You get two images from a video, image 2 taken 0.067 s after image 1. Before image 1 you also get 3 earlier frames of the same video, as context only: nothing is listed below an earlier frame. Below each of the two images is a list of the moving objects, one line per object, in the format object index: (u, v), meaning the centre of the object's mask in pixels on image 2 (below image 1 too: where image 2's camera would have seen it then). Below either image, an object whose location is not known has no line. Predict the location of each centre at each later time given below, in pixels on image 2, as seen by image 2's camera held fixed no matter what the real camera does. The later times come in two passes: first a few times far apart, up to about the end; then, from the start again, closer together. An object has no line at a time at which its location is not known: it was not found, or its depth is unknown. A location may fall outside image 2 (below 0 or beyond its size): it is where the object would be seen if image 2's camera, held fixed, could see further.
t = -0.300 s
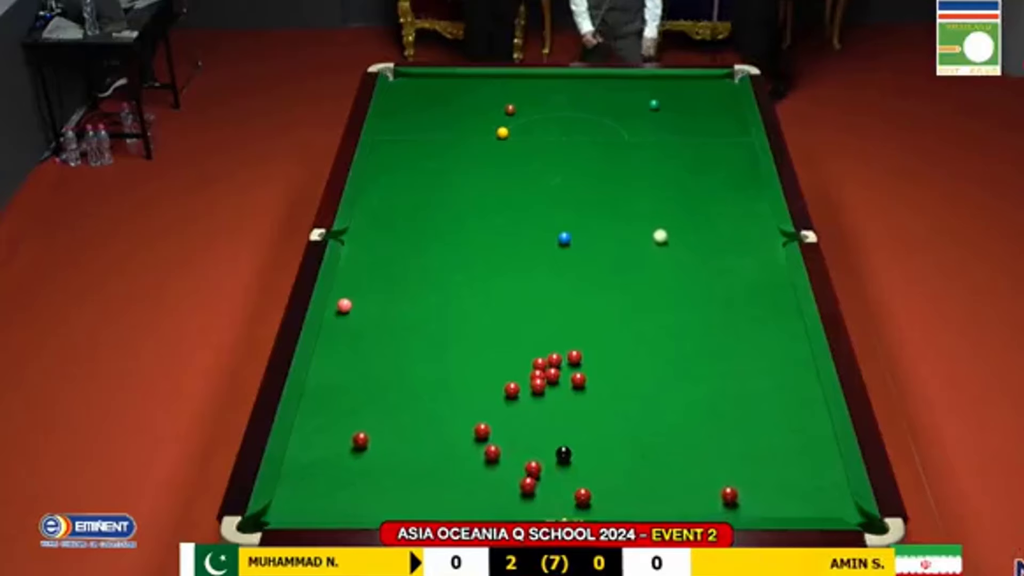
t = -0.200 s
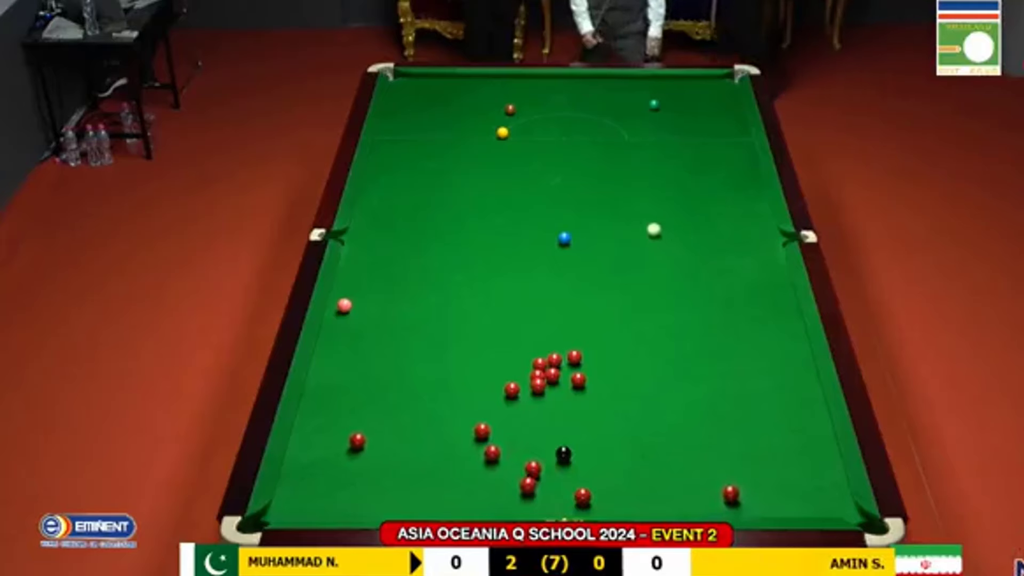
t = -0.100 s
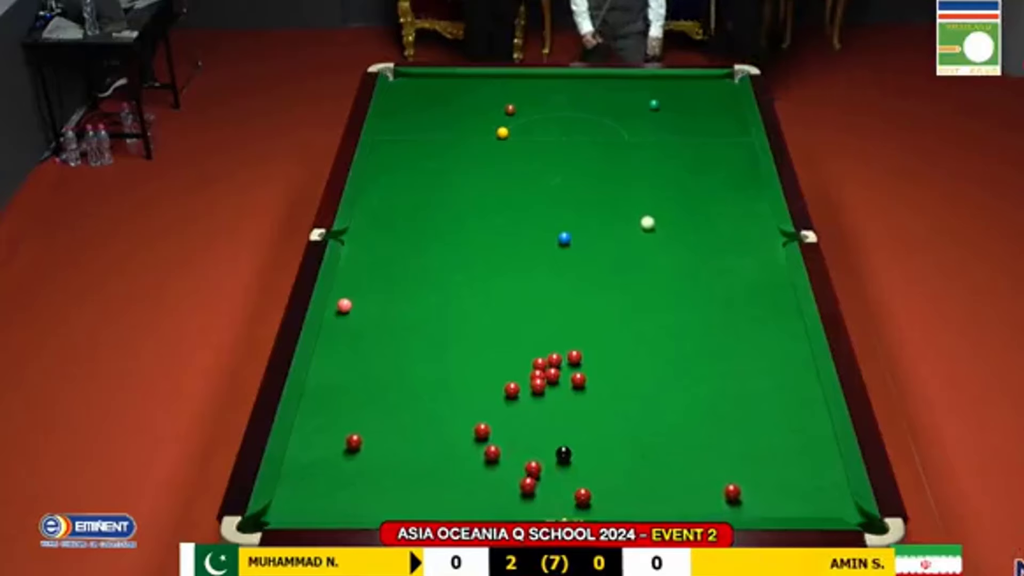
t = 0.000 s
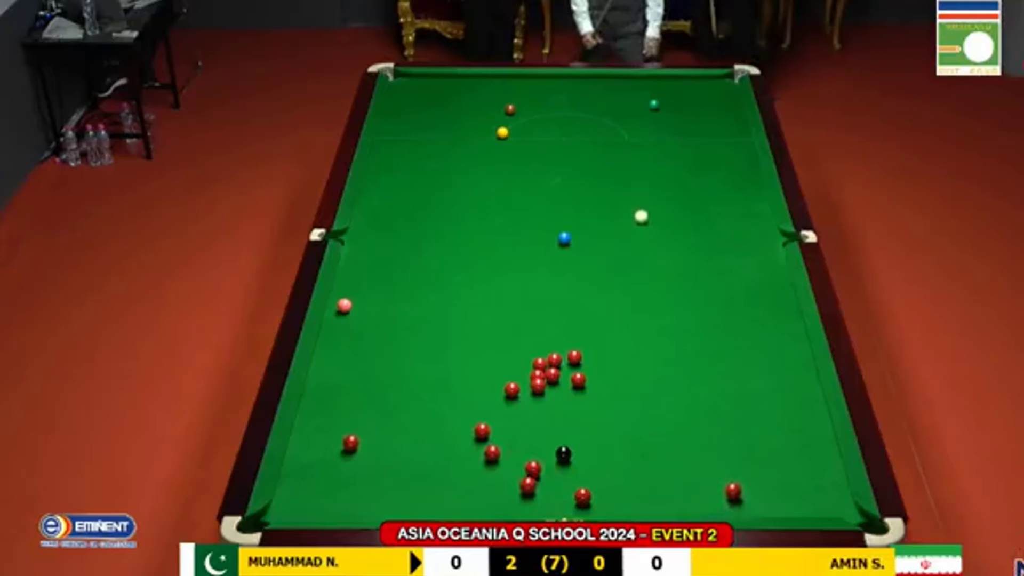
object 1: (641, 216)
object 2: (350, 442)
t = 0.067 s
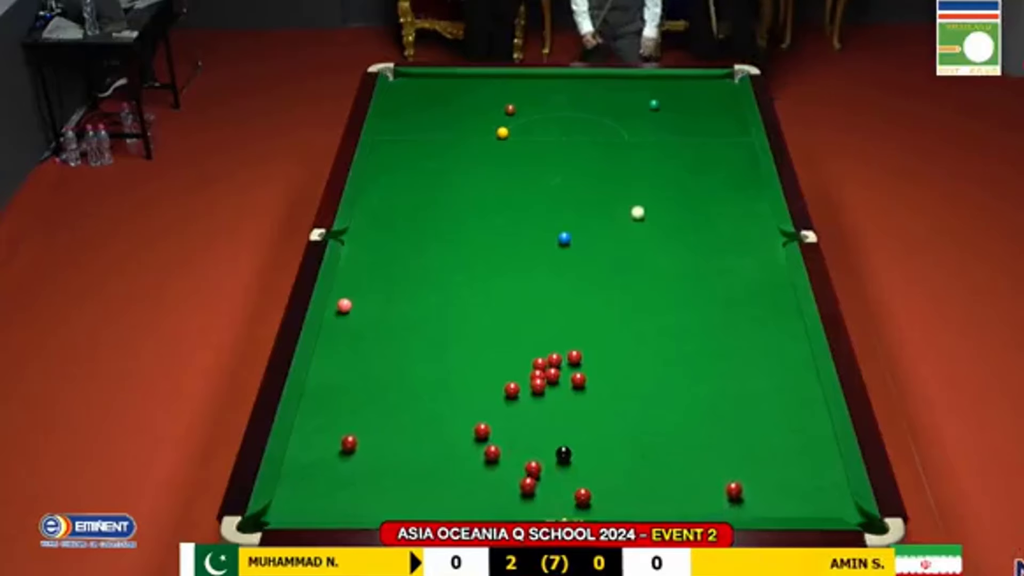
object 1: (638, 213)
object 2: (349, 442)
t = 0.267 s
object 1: (626, 201)
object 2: (344, 444)
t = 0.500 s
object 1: (614, 187)
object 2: (339, 444)
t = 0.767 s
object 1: (601, 174)
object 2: (336, 445)
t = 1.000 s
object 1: (590, 162)
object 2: (334, 446)
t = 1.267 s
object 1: (579, 151)
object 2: (334, 446)
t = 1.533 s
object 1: (569, 140)
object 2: (334, 446)
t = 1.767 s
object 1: (560, 131)
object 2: (334, 446)
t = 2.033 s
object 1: (551, 122)
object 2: (334, 446)
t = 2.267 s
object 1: (544, 115)
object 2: (334, 446)
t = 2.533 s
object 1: (537, 107)
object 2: (334, 446)
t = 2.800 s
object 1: (529, 100)
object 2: (334, 446)
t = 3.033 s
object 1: (524, 94)
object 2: (334, 446)
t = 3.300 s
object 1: (518, 88)
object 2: (334, 446)
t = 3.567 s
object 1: (513, 83)
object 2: (334, 446)
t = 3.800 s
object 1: (509, 79)
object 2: (334, 446)
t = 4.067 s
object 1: (504, 77)
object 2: (334, 446)
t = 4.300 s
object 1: (502, 79)
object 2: (334, 446)
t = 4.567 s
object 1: (499, 81)
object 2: (334, 446)
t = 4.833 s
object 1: (497, 82)
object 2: (334, 446)
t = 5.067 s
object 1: (496, 84)
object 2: (334, 446)
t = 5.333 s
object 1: (495, 85)
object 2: (334, 446)
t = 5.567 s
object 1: (494, 85)
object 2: (334, 446)
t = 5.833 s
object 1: (494, 85)
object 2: (334, 446)
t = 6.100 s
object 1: (494, 85)
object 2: (334, 446)
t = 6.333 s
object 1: (494, 85)
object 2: (334, 446)
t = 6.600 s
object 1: (494, 85)
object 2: (334, 446)
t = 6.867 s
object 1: (494, 85)
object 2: (334, 446)
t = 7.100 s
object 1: (494, 85)
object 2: (334, 446)
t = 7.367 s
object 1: (494, 85)
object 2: (334, 446)
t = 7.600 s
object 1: (494, 85)
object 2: (334, 446)
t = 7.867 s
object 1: (494, 85)
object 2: (334, 446)
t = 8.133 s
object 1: (494, 85)
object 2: (334, 446)
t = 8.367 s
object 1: (494, 85)
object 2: (334, 446)
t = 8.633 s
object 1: (494, 85)
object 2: (334, 446)
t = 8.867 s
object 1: (494, 85)
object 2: (334, 446)
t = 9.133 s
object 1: (494, 85)
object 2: (334, 446)
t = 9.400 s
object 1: (494, 85)
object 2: (334, 446)
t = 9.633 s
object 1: (494, 85)
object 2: (334, 446)
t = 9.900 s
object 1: (494, 85)
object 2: (334, 446)
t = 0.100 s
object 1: (635, 210)
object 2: (348, 443)
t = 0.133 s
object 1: (634, 209)
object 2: (347, 443)
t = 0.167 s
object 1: (632, 207)
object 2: (346, 443)
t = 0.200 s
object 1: (630, 204)
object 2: (346, 443)
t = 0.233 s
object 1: (628, 203)
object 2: (345, 443)
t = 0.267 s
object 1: (626, 201)
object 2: (344, 444)
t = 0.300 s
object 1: (624, 198)
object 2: (343, 444)
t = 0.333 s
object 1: (623, 197)
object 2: (343, 444)
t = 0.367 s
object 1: (621, 195)
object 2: (342, 444)
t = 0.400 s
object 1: (619, 193)
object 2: (341, 444)
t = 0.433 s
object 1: (618, 192)
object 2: (341, 444)
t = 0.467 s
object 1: (616, 189)
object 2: (341, 444)
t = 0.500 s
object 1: (614, 187)
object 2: (339, 444)
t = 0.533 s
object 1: (612, 186)
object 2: (339, 444)
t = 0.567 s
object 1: (611, 184)
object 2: (338, 445)
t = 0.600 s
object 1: (609, 182)
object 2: (337, 445)
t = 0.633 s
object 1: (608, 181)
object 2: (337, 445)
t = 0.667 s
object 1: (606, 179)
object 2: (337, 445)
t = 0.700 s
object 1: (604, 177)
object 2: (336, 445)
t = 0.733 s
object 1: (603, 176)
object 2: (336, 445)
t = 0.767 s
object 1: (601, 174)
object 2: (336, 445)
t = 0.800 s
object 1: (599, 172)
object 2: (336, 445)
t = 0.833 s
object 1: (598, 171)
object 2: (336, 445)
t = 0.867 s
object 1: (596, 169)
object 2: (335, 445)
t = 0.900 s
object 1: (595, 167)
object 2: (335, 445)
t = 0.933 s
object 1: (594, 166)
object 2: (335, 445)
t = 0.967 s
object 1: (592, 164)
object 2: (335, 445)
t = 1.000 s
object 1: (590, 162)
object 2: (334, 446)
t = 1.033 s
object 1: (589, 161)
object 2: (334, 446)
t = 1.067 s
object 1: (588, 160)
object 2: (334, 446)
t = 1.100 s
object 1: (586, 158)
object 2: (334, 446)
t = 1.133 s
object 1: (585, 157)
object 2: (334, 446)
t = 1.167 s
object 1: (583, 155)
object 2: (334, 446)
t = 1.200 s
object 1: (582, 153)
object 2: (334, 446)
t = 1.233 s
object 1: (581, 153)
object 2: (334, 446)
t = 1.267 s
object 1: (579, 151)
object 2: (334, 446)
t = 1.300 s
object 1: (577, 149)
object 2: (334, 446)
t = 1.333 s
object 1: (576, 148)
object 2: (334, 446)
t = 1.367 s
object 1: (575, 147)
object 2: (334, 446)
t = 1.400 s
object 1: (573, 145)
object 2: (334, 446)
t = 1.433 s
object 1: (573, 144)
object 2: (334, 446)
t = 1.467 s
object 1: (571, 143)
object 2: (334, 446)
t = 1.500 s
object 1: (570, 141)
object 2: (334, 446)
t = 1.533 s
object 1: (569, 140)
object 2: (334, 446)
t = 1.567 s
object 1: (567, 139)
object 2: (334, 446)
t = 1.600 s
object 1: (566, 137)
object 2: (334, 446)
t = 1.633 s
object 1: (565, 136)
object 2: (334, 446)
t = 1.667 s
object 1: (564, 135)
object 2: (334, 446)
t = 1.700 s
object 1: (562, 133)
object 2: (334, 446)
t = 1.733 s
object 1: (561, 133)
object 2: (334, 446)
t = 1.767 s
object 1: (560, 131)
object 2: (334, 446)
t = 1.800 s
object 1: (559, 130)
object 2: (334, 446)
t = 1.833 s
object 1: (558, 129)
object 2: (334, 446)
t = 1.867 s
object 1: (557, 128)
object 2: (334, 446)
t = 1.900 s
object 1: (555, 126)
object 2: (334, 446)
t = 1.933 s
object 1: (554, 126)
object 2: (334, 446)
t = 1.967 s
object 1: (553, 125)
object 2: (334, 446)
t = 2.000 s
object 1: (552, 123)
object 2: (334, 446)
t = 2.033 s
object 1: (551, 122)
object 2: (334, 446)
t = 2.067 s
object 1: (550, 121)
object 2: (334, 446)
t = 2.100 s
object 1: (549, 120)
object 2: (334, 446)
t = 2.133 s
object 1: (548, 119)
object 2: (334, 446)
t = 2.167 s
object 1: (547, 118)
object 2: (334, 446)
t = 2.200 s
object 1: (546, 117)
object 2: (334, 446)
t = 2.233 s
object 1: (545, 116)
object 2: (334, 446)
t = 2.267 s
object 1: (544, 115)
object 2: (334, 446)
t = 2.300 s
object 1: (543, 114)
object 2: (334, 446)
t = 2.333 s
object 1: (542, 113)
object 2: (334, 446)
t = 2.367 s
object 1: (541, 112)
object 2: (334, 445)
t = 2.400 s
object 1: (540, 111)
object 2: (334, 445)
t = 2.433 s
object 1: (539, 110)
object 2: (334, 445)
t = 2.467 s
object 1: (539, 109)
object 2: (334, 445)
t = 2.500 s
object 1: (537, 108)
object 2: (334, 446)
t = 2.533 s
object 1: (537, 107)
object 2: (334, 446)
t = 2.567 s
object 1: (535, 106)
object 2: (334, 446)
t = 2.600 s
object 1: (534, 105)
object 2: (334, 446)
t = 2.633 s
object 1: (534, 104)
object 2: (334, 446)
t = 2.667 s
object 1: (533, 103)
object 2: (334, 446)
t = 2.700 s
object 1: (532, 102)
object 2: (334, 446)
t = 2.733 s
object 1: (531, 102)
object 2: (334, 446)
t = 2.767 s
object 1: (530, 101)
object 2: (334, 446)
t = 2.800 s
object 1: (529, 100)
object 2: (334, 446)
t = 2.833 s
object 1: (529, 99)
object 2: (334, 446)
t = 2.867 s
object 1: (528, 98)
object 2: (334, 446)
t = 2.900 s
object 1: (527, 97)
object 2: (334, 446)
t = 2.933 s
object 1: (526, 97)
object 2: (334, 446)
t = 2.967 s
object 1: (525, 96)
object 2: (334, 446)
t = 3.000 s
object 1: (524, 95)
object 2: (334, 446)
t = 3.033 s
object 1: (524, 94)
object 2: (334, 446)
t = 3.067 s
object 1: (523, 93)
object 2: (334, 446)
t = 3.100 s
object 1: (522, 92)
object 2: (334, 446)
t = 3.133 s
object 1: (522, 92)
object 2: (334, 446)
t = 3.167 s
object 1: (521, 91)
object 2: (334, 446)
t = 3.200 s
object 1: (520, 90)
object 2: (334, 446)
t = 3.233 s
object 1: (520, 90)
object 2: (334, 446)
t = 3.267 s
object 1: (519, 89)
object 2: (334, 446)
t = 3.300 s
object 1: (518, 88)
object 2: (334, 446)
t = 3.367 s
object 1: (517, 87)
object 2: (334, 446)
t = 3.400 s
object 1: (516, 86)
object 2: (334, 446)
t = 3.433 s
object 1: (515, 86)
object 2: (334, 446)
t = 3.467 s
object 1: (514, 85)
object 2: (334, 446)
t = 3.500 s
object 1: (514, 84)
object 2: (334, 446)
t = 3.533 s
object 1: (513, 84)
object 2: (334, 446)
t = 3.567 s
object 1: (513, 83)
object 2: (334, 446)
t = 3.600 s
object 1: (512, 82)
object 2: (334, 446)
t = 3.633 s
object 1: (511, 82)
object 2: (334, 446)
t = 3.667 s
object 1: (511, 81)
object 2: (334, 446)
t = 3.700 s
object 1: (510, 80)
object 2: (334, 446)
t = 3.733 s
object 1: (510, 80)
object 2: (334, 446)
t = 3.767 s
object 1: (509, 79)
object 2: (334, 446)
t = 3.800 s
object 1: (509, 79)
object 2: (334, 446)
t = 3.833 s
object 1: (508, 78)
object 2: (334, 446)
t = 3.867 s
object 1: (507, 77)
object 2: (334, 446)
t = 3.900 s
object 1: (507, 77)
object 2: (334, 446)
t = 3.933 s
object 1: (506, 76)
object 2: (334, 446)
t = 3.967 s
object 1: (506, 76)
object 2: (334, 446)
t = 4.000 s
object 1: (505, 76)
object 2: (334, 446)
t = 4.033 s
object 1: (505, 77)
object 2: (334, 446)
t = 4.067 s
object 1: (504, 77)
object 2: (334, 446)
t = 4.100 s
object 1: (504, 77)
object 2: (334, 446)
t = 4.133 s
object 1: (504, 77)
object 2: (334, 446)
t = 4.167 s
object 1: (503, 78)
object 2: (334, 446)
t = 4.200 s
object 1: (503, 78)
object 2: (334, 446)
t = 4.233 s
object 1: (502, 78)
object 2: (334, 446)
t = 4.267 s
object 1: (502, 79)
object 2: (334, 446)
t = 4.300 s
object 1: (502, 79)
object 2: (334, 446)
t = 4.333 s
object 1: (501, 79)
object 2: (334, 446)
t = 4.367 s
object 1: (501, 80)
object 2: (334, 446)
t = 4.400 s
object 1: (500, 80)
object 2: (334, 446)
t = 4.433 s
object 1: (501, 80)
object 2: (334, 446)
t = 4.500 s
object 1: (500, 81)
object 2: (334, 446)
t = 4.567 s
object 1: (499, 81)
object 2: (334, 446)
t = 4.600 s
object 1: (499, 81)
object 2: (334, 446)
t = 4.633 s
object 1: (499, 81)
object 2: (334, 446)
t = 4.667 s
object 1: (499, 82)
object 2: (334, 446)
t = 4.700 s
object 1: (498, 82)
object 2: (334, 446)
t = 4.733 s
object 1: (498, 82)
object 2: (334, 446)
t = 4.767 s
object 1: (498, 82)
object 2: (334, 446)
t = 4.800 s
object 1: (497, 82)
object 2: (334, 446)
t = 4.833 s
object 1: (497, 82)
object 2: (334, 446)
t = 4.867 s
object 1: (497, 83)
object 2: (334, 446)
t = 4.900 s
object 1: (497, 83)
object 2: (334, 446)
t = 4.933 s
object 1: (497, 83)
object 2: (334, 446)
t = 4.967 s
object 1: (496, 83)
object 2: (334, 446)
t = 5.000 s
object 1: (496, 83)
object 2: (334, 446)
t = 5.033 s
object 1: (496, 84)
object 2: (334, 446)
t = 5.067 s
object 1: (496, 84)
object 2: (334, 446)
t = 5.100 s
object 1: (496, 84)
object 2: (334, 446)
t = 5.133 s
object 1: (496, 84)
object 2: (334, 446)
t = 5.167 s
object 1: (495, 84)
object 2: (334, 446)
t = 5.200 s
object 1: (495, 84)
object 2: (334, 446)
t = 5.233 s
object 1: (495, 84)
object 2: (334, 446)
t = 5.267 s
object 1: (495, 84)
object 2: (334, 446)
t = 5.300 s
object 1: (495, 84)
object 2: (334, 446)
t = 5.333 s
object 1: (495, 85)
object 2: (334, 446)
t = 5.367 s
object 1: (495, 85)
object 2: (334, 446)
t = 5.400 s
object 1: (494, 85)
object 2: (334, 446)
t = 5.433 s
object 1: (494, 85)
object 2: (334, 446)
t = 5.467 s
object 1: (494, 85)
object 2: (334, 446)
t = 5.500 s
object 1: (494, 85)
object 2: (334, 446)
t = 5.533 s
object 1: (494, 85)
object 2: (334, 446)
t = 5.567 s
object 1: (494, 85)
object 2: (334, 446)
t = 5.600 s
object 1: (494, 85)
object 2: (334, 446)
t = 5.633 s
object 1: (494, 85)
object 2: (334, 446)
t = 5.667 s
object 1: (494, 85)
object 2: (334, 446)
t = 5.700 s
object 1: (494, 85)
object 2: (334, 446)
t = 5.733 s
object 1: (494, 85)
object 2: (334, 446)
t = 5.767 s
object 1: (494, 85)
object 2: (334, 446)
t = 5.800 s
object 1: (494, 85)
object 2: (334, 446)
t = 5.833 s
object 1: (494, 85)
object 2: (334, 446)
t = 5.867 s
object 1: (494, 85)
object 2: (334, 446)
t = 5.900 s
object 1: (494, 85)
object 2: (334, 446)
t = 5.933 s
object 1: (494, 85)
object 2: (334, 446)
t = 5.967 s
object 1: (494, 85)
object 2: (334, 446)
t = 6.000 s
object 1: (494, 85)
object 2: (334, 446)
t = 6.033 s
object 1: (494, 85)
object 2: (334, 446)
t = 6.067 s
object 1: (494, 85)
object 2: (334, 446)
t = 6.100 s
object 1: (494, 85)
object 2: (334, 446)
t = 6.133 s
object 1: (494, 85)
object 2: (334, 446)
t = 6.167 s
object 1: (494, 85)
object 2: (334, 446)
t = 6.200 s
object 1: (494, 85)
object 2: (334, 446)
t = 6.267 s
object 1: (494, 85)
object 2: (334, 446)
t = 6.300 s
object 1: (494, 85)
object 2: (334, 446)
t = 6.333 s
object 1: (494, 85)
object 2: (334, 446)
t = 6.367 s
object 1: (494, 85)
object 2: (334, 446)
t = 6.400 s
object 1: (494, 85)
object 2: (334, 446)
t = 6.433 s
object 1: (494, 85)
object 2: (334, 446)
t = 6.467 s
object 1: (494, 85)
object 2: (334, 446)
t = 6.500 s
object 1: (494, 85)
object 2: (334, 446)
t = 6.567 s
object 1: (494, 85)
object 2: (334, 446)
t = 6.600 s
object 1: (494, 85)
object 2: (334, 446)
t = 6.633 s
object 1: (494, 85)
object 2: (334, 446)
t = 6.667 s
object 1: (494, 85)
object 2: (334, 446)
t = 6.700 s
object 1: (494, 85)
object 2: (334, 446)
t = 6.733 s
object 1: (494, 85)
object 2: (334, 446)
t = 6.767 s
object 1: (494, 85)
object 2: (334, 446)
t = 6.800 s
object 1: (494, 85)
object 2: (334, 446)
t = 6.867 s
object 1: (494, 85)
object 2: (334, 446)
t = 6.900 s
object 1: (494, 85)
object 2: (334, 446)
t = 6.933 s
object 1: (494, 85)
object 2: (334, 446)
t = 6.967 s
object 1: (494, 85)
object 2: (334, 446)
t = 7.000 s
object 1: (494, 85)
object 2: (334, 446)
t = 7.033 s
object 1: (494, 85)
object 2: (334, 446)
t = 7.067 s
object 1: (494, 85)
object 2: (334, 446)
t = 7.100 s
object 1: (494, 85)
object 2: (334, 446)
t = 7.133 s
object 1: (494, 85)
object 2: (334, 446)
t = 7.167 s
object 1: (494, 85)
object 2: (334, 446)
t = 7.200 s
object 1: (494, 85)
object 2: (334, 446)
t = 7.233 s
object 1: (494, 85)
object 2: (334, 446)
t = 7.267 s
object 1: (494, 85)
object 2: (334, 446)
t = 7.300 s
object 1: (494, 85)
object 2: (334, 446)
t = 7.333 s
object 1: (494, 85)
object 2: (334, 446)
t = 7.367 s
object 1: (494, 85)
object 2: (334, 446)
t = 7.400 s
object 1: (494, 85)
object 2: (334, 446)
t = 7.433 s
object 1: (494, 85)
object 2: (334, 446)
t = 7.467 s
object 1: (494, 85)
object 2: (334, 446)
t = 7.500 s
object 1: (494, 85)
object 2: (334, 446)
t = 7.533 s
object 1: (494, 85)
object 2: (334, 446)
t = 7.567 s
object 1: (494, 85)
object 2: (334, 446)
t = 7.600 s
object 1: (494, 85)
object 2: (334, 446)
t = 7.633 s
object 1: (494, 85)
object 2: (334, 446)
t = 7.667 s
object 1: (494, 85)
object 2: (334, 446)
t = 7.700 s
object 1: (494, 85)
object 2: (334, 446)
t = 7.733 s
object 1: (494, 85)
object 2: (334, 446)
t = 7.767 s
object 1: (494, 85)
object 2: (334, 446)
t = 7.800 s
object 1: (494, 85)
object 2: (334, 446)
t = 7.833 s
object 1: (494, 85)
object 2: (334, 446)
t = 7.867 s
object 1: (494, 85)
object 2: (334, 446)
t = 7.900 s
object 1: (494, 85)
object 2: (334, 446)
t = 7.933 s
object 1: (494, 85)
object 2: (334, 446)
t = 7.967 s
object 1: (494, 85)
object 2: (334, 446)
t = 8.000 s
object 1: (494, 85)
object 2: (334, 446)
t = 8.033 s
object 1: (494, 85)
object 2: (334, 446)
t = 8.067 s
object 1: (494, 85)
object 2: (334, 446)
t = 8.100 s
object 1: (494, 85)
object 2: (334, 446)
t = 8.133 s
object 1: (494, 85)
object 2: (334, 446)
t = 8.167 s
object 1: (494, 85)
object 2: (334, 446)
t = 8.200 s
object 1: (494, 85)
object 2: (334, 446)
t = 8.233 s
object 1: (494, 85)
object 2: (334, 446)
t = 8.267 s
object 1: (494, 85)
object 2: (334, 446)
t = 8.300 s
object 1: (494, 85)
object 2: (334, 446)
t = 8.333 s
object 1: (494, 85)
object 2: (334, 446)
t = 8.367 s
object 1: (494, 85)
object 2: (334, 446)
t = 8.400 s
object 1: (494, 85)
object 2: (334, 446)
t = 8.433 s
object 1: (494, 85)
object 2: (334, 446)
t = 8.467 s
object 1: (494, 85)
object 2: (334, 446)
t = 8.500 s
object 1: (494, 85)
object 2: (334, 446)
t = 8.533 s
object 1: (494, 85)
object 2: (334, 446)
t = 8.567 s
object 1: (494, 85)
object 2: (334, 446)
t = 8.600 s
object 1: (494, 85)
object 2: (334, 446)
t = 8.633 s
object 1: (494, 85)
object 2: (334, 446)
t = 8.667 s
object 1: (494, 85)
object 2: (334, 446)
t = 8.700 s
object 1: (494, 85)
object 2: (334, 446)
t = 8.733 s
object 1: (494, 85)
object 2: (334, 446)
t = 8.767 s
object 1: (494, 85)
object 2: (334, 446)
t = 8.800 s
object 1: (494, 85)
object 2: (334, 446)
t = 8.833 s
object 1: (494, 85)
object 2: (334, 446)
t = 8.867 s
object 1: (494, 85)
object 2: (334, 446)
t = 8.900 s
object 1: (494, 85)
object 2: (334, 446)
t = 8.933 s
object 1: (494, 85)
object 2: (334, 446)
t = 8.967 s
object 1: (494, 85)
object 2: (334, 446)
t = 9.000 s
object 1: (494, 85)
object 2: (334, 446)
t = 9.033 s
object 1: (494, 85)
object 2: (334, 446)
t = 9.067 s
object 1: (494, 85)
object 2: (334, 446)
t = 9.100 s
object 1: (494, 85)
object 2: (334, 446)
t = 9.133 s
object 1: (494, 85)
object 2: (334, 446)
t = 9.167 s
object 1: (494, 85)
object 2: (334, 446)
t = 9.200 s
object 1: (494, 85)
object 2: (334, 446)
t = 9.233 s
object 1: (494, 85)
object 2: (334, 446)
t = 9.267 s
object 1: (494, 85)
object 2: (334, 446)
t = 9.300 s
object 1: (494, 85)
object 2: (334, 446)
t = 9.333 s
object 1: (494, 85)
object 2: (334, 446)
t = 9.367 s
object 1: (494, 85)
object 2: (334, 446)
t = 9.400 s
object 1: (494, 85)
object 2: (334, 446)
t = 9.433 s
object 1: (494, 85)
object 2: (334, 446)
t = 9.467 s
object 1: (494, 85)
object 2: (334, 446)
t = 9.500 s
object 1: (494, 85)
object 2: (334, 446)
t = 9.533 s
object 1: (494, 85)
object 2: (334, 446)
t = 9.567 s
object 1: (494, 85)
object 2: (334, 446)
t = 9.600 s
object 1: (494, 85)
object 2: (334, 446)
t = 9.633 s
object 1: (494, 85)
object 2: (334, 446)
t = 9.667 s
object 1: (494, 85)
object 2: (334, 446)
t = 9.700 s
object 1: (494, 85)
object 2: (334, 446)
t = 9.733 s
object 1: (494, 85)
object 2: (334, 446)
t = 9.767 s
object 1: (494, 85)
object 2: (334, 446)
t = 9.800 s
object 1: (494, 85)
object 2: (334, 446)
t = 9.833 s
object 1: (494, 85)
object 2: (334, 446)
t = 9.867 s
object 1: (494, 85)
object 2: (334, 446)
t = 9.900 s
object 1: (494, 85)
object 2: (334, 446)
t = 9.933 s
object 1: (494, 85)
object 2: (334, 446)
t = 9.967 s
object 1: (494, 85)
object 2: (334, 446)
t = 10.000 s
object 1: (494, 85)
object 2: (334, 446)
